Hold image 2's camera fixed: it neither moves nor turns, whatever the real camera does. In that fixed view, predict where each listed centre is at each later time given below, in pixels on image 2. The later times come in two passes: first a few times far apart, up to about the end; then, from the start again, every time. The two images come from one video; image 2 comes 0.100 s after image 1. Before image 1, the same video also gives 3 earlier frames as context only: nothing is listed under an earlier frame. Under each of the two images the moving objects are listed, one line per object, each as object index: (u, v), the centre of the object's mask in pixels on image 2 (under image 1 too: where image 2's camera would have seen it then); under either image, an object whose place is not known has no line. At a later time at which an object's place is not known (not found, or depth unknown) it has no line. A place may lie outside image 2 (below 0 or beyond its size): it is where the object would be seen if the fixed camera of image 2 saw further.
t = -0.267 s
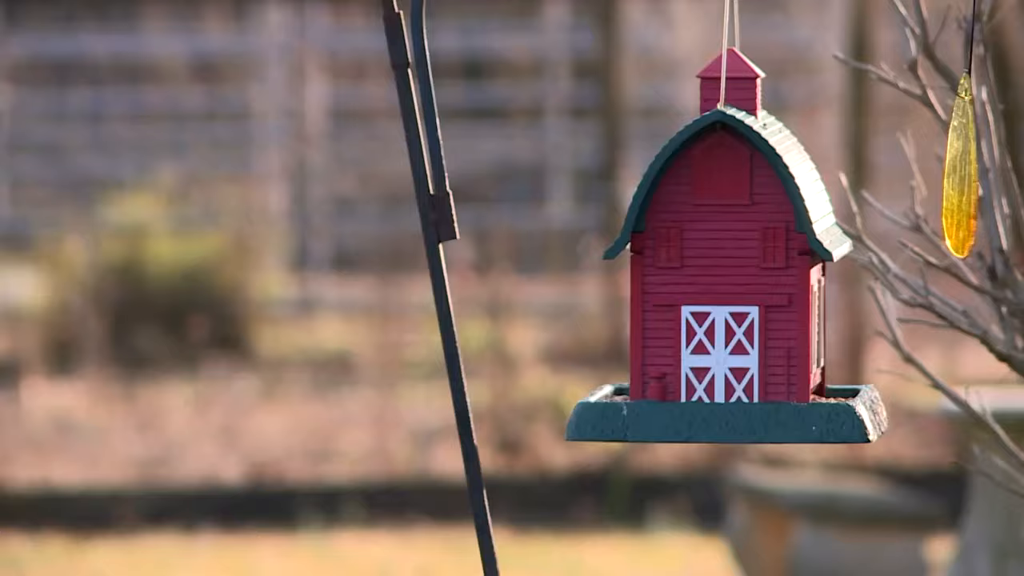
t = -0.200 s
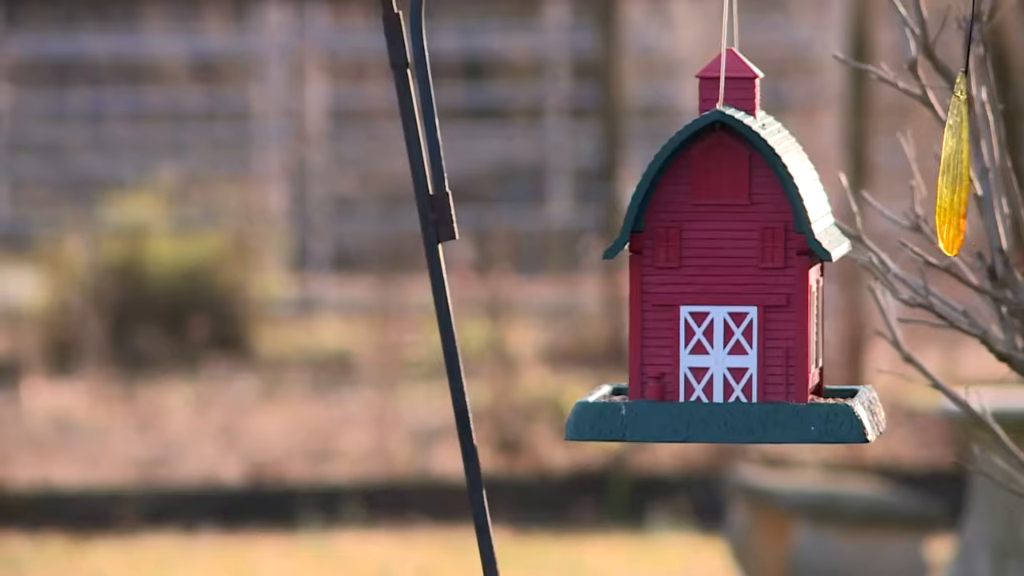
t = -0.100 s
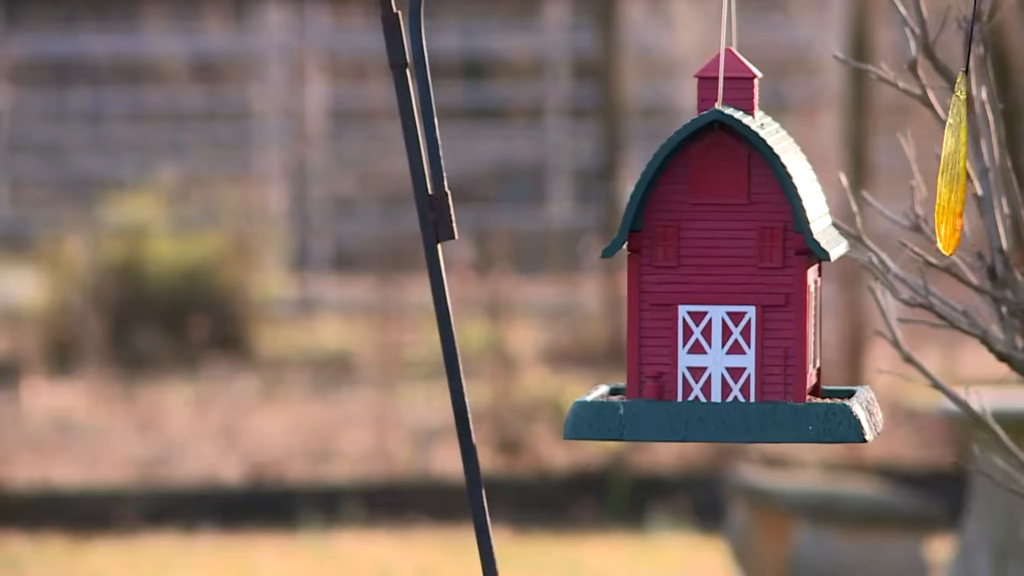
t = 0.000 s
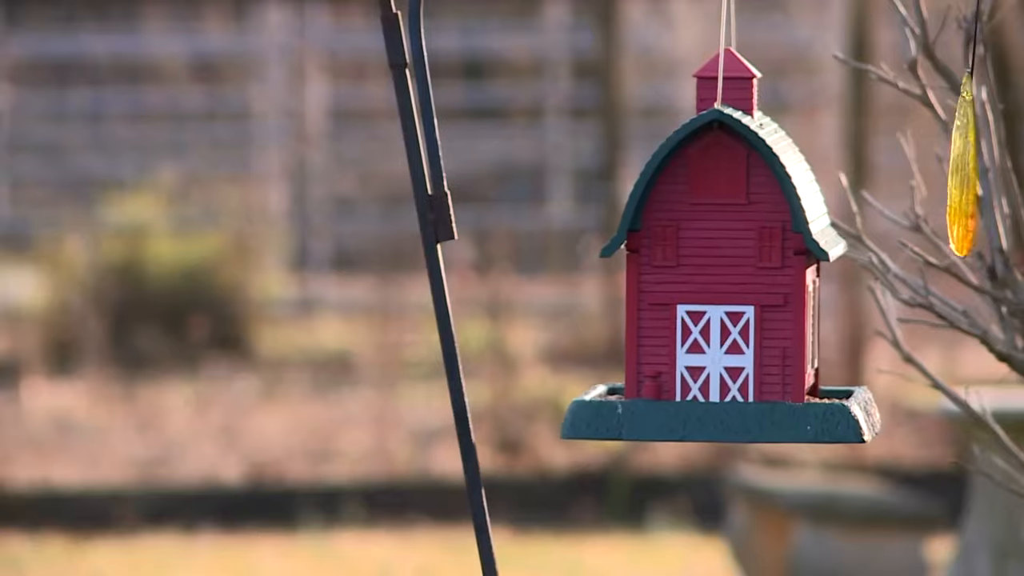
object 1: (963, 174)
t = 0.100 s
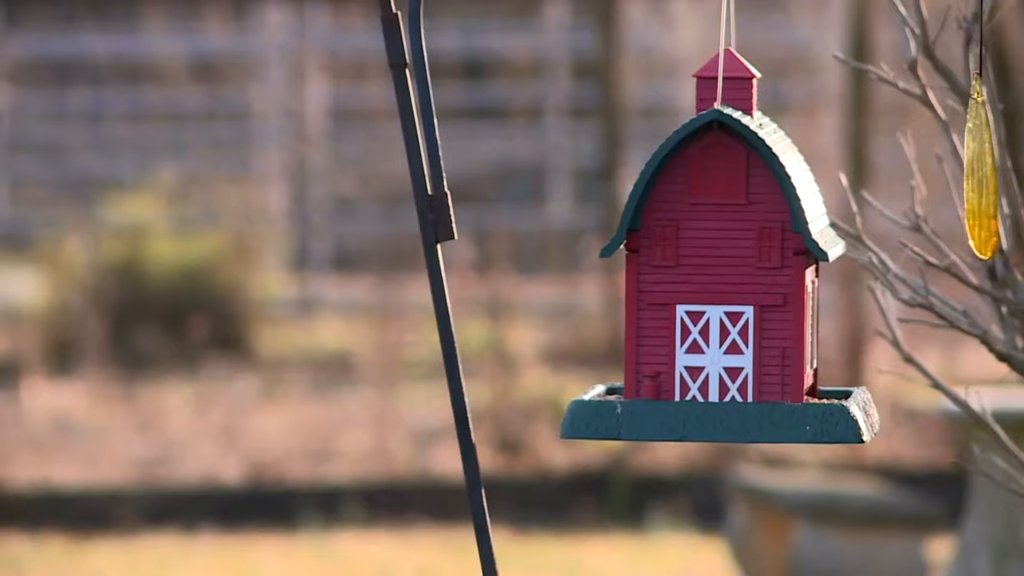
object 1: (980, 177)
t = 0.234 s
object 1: (997, 178)
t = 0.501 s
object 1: (981, 179)
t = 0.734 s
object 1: (964, 178)
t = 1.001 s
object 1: (984, 177)
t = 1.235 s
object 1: (978, 176)
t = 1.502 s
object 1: (961, 177)
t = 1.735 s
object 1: (986, 180)
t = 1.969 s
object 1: (1004, 174)
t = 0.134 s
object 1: (985, 177)
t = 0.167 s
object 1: (990, 178)
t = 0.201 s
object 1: (994, 178)
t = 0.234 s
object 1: (997, 178)
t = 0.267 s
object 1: (999, 177)
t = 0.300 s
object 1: (999, 178)
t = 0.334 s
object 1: (998, 178)
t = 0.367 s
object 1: (997, 178)
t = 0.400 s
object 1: (994, 179)
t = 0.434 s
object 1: (990, 179)
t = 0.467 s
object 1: (985, 179)
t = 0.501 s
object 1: (981, 179)
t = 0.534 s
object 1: (976, 179)
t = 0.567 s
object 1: (972, 178)
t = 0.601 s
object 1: (969, 177)
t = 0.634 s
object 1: (966, 178)
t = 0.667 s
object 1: (965, 178)
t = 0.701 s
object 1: (964, 178)
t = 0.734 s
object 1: (964, 178)
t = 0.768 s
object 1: (965, 178)
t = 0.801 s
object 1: (967, 178)
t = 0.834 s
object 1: (970, 178)
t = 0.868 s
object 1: (973, 178)
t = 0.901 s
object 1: (976, 177)
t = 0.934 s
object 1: (979, 178)
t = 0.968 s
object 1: (982, 178)
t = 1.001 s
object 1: (984, 177)
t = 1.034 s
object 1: (986, 177)
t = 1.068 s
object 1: (987, 177)
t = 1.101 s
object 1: (987, 177)
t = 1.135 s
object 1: (986, 177)
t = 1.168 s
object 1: (984, 177)
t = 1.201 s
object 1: (982, 177)
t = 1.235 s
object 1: (978, 176)
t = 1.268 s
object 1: (975, 176)
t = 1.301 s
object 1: (972, 176)
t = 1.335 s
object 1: (968, 177)
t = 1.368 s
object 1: (965, 177)
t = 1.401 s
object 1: (963, 177)
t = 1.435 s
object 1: (961, 177)
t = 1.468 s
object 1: (961, 177)
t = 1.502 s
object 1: (961, 177)
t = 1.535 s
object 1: (963, 178)
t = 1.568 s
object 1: (965, 178)
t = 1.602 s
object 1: (968, 179)
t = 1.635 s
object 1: (972, 179)
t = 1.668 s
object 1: (977, 179)
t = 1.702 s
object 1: (981, 180)
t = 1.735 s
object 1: (986, 180)
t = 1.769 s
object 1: (991, 181)
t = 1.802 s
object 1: (995, 180)
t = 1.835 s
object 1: (999, 180)
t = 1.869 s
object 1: (1001, 178)
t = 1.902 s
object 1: (1002, 176)
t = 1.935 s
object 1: (1003, 174)
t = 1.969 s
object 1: (1004, 174)
